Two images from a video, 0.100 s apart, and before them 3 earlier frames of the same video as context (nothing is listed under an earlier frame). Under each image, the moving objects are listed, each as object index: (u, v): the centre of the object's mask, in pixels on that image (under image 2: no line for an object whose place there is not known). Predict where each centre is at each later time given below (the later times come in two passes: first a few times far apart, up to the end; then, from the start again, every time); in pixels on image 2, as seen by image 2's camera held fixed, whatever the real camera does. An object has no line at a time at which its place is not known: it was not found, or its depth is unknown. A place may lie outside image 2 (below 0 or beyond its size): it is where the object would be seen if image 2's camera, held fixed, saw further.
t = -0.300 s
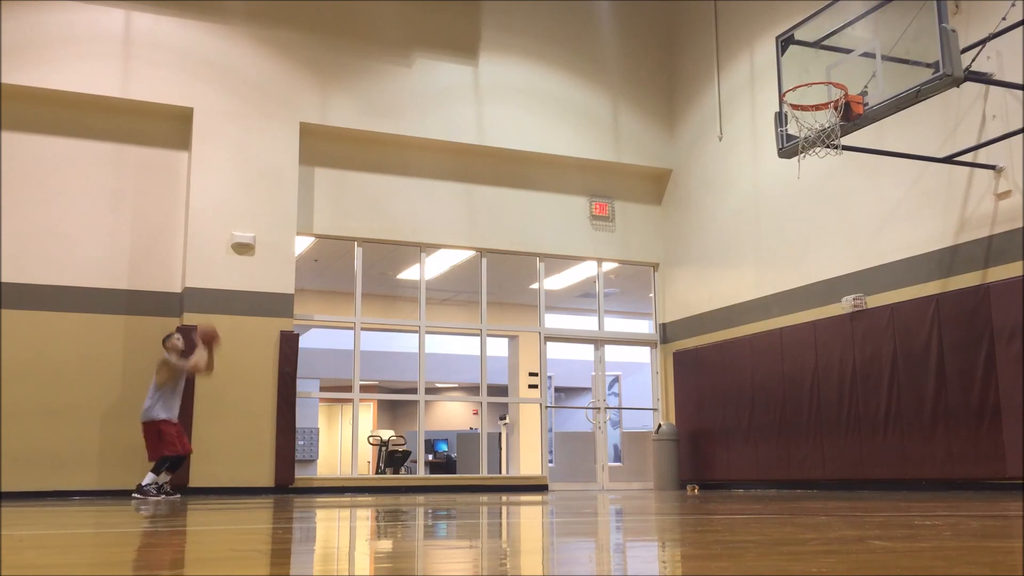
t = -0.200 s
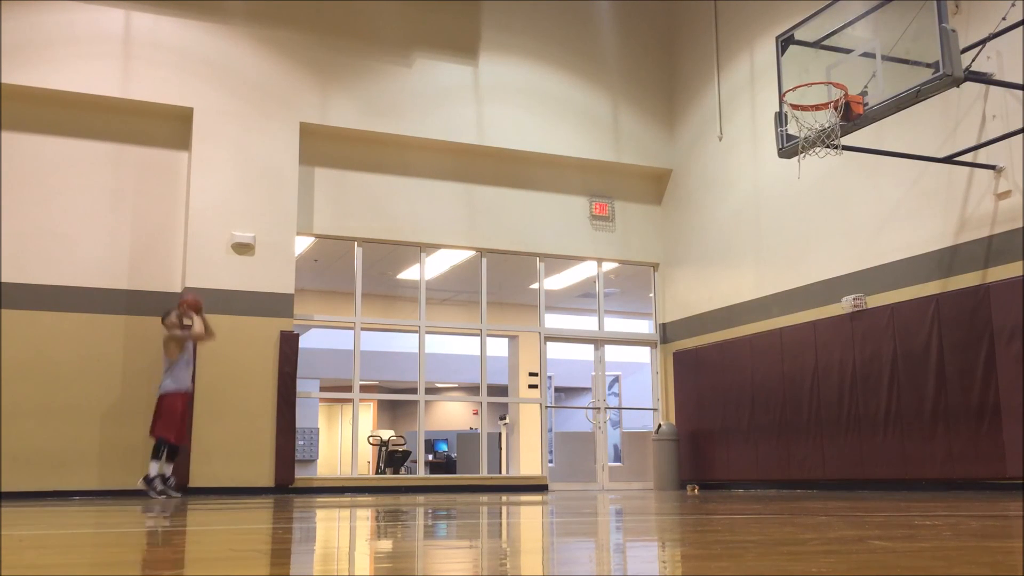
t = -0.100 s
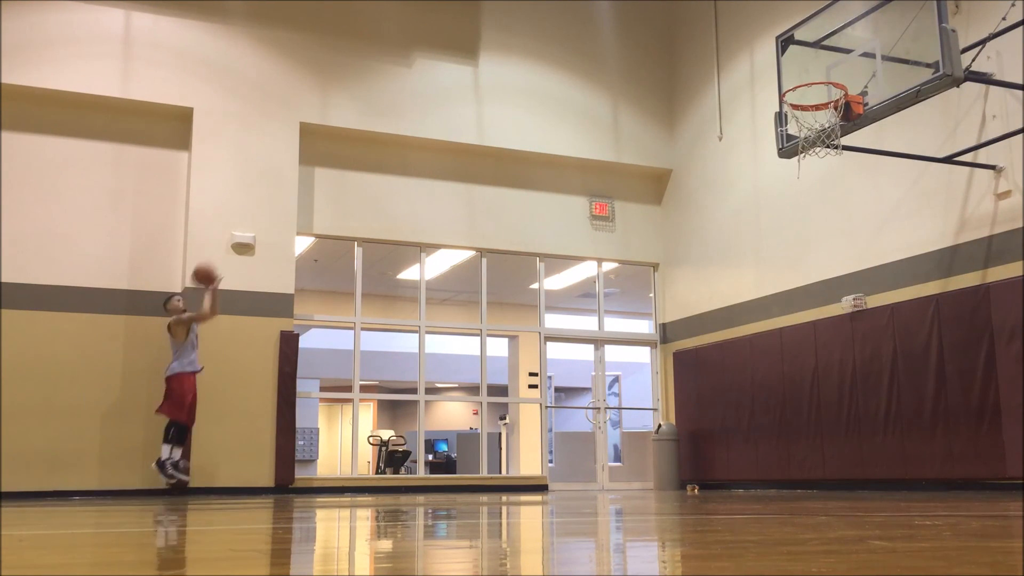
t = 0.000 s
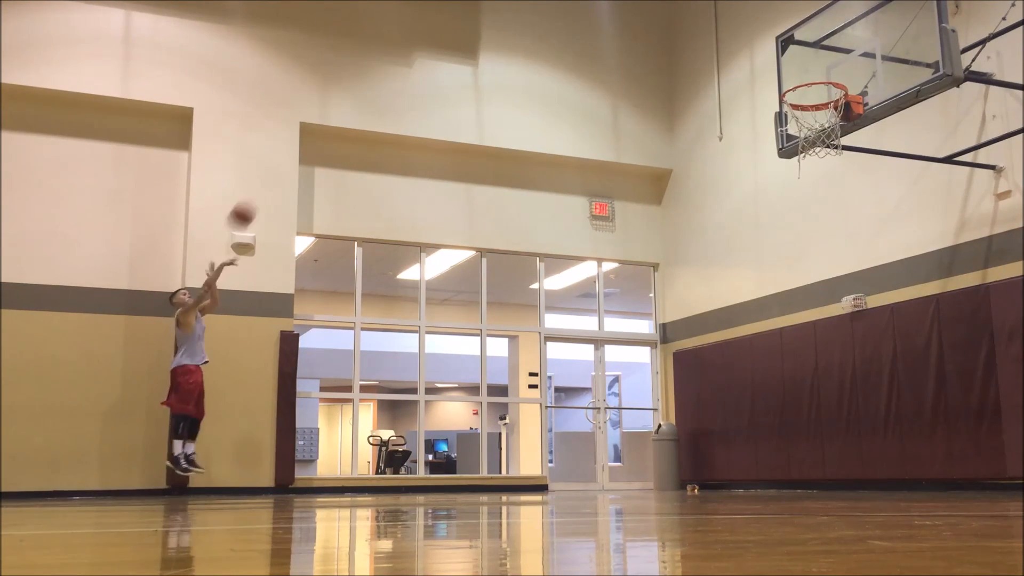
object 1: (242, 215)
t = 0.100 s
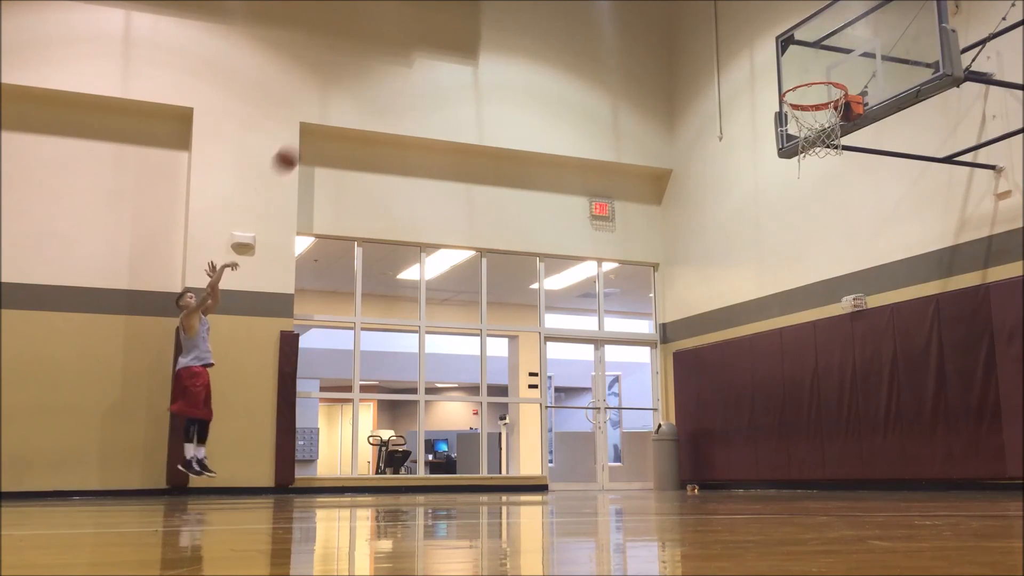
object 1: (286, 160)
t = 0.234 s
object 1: (346, 97)
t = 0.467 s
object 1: (456, 24)
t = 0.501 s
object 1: (472, 16)
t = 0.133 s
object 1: (301, 143)
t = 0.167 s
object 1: (315, 128)
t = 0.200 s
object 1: (331, 111)
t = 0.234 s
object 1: (346, 97)
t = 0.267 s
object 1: (362, 83)
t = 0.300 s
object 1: (377, 72)
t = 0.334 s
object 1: (392, 60)
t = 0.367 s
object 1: (409, 49)
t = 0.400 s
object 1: (424, 39)
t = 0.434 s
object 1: (441, 30)
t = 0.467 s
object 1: (456, 24)
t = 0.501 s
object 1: (472, 16)
